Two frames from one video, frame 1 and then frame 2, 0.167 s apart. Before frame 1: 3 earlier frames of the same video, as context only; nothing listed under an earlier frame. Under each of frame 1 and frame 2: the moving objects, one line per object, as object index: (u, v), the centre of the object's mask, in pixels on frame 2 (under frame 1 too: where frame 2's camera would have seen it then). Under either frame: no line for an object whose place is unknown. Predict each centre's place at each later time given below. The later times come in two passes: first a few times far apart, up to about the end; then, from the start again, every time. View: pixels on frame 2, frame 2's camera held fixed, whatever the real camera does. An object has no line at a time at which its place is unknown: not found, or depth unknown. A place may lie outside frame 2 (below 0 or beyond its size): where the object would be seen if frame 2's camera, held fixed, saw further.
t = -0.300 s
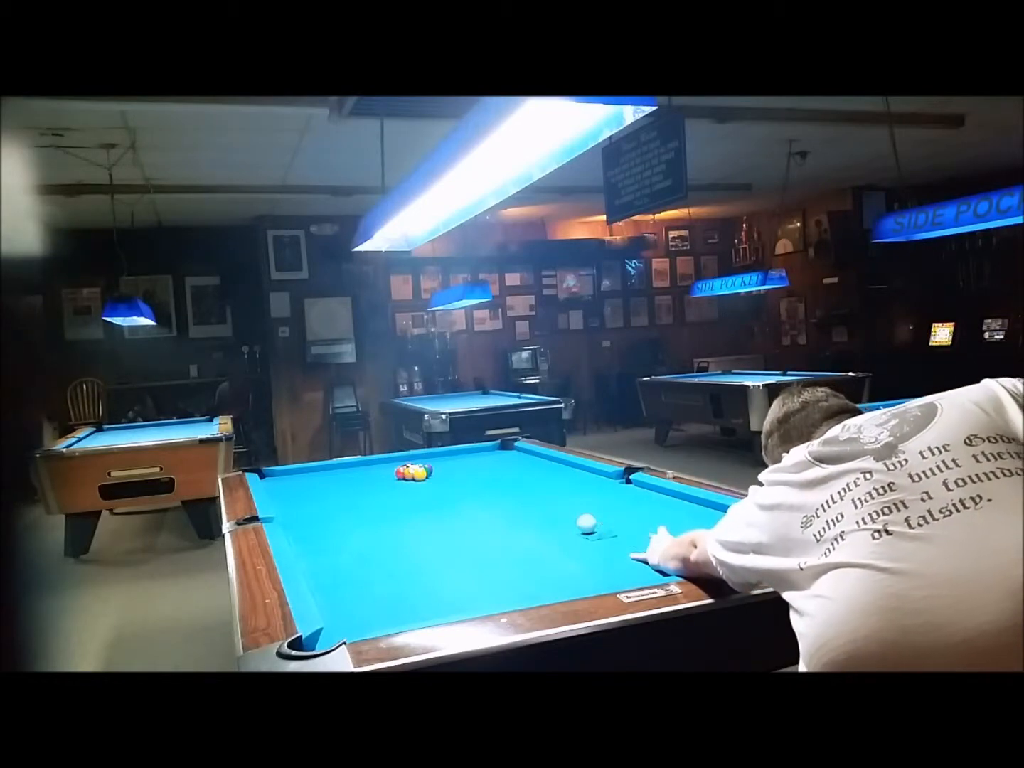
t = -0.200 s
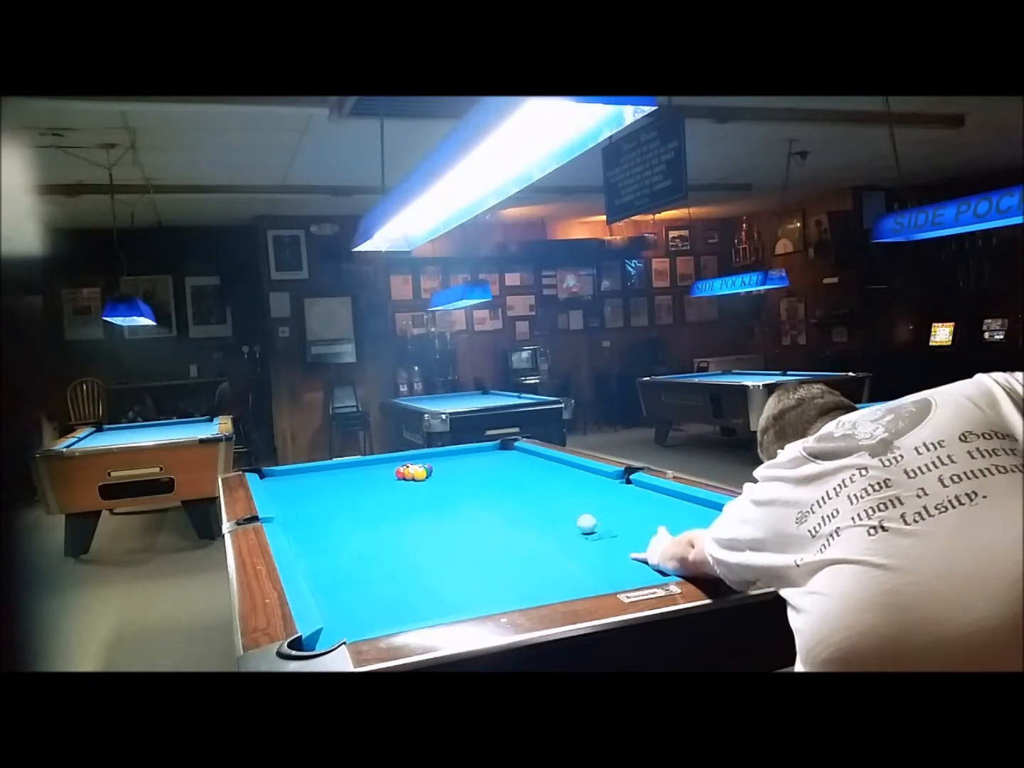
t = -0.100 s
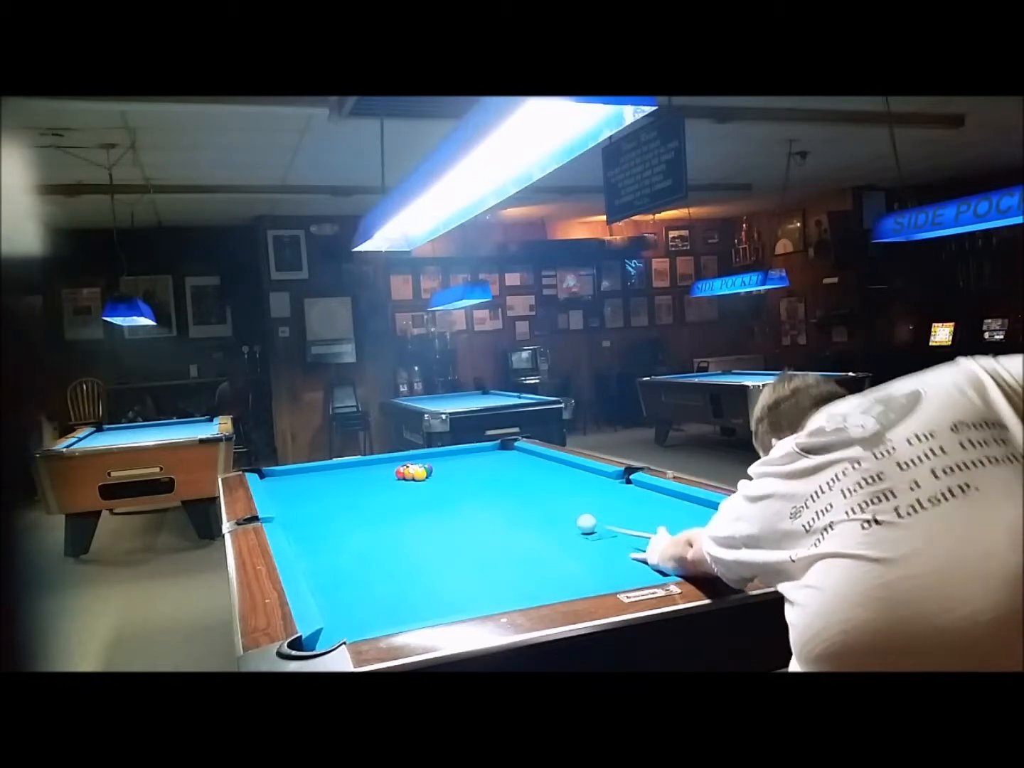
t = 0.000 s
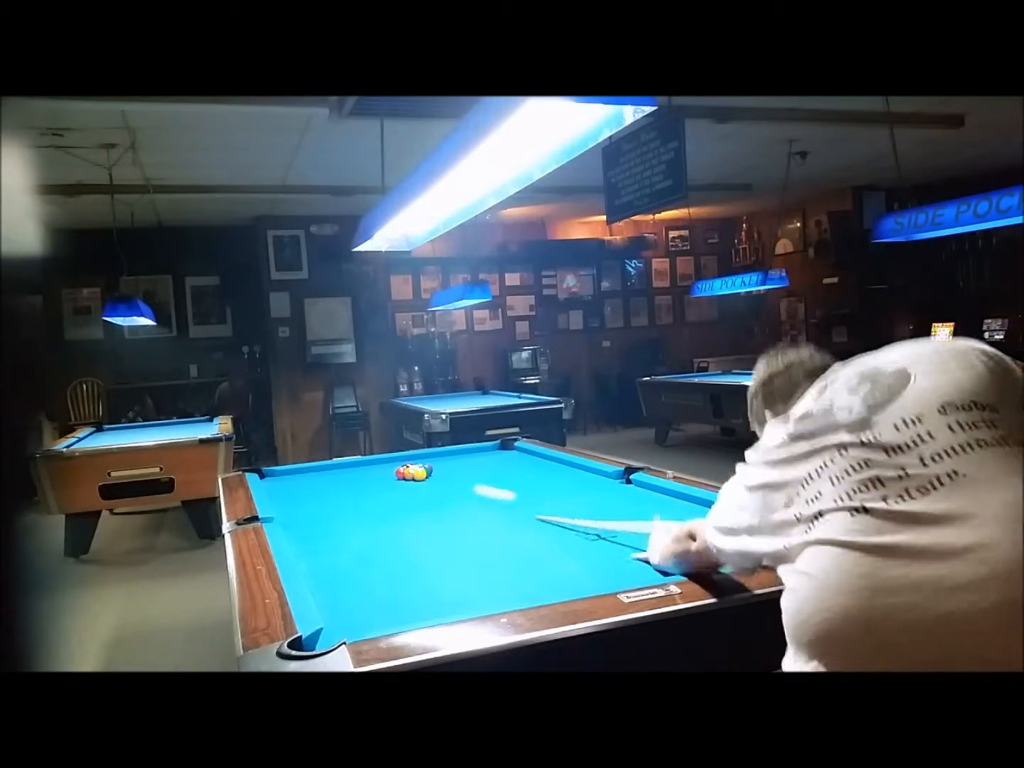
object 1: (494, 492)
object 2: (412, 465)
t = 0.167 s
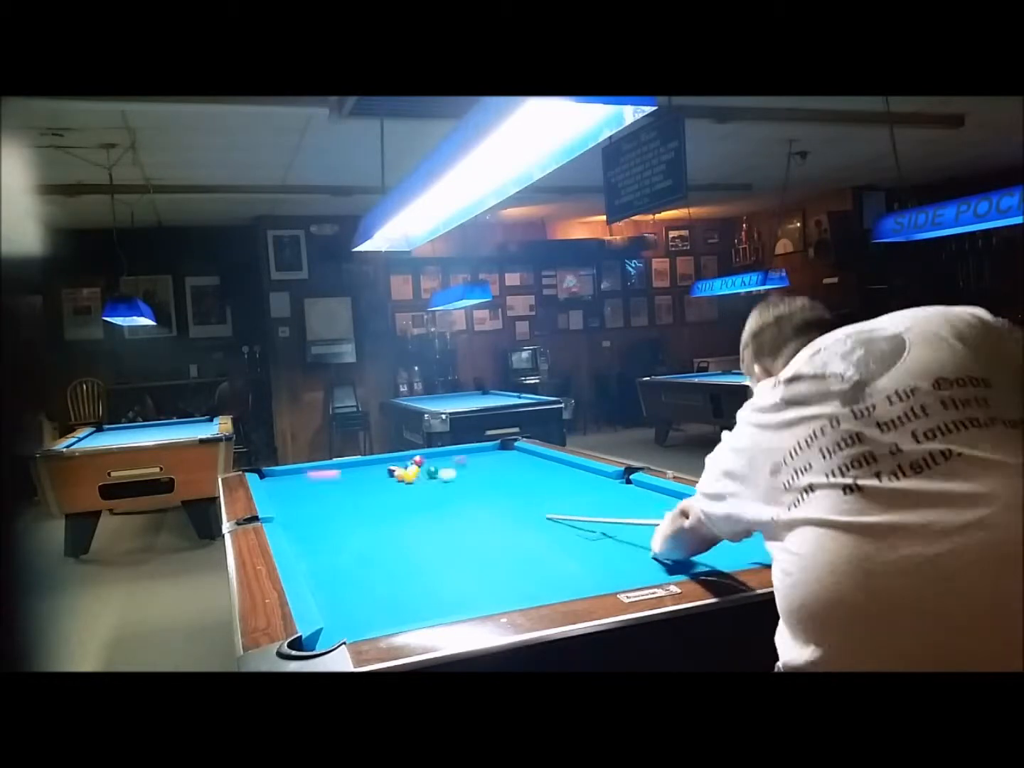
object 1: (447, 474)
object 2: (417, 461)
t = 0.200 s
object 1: (455, 474)
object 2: (421, 459)
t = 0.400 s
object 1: (492, 473)
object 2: (444, 455)
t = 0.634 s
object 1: (531, 471)
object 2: (474, 459)
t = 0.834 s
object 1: (564, 469)
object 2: (501, 462)
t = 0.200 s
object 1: (455, 474)
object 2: (421, 459)
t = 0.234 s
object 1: (462, 474)
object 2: (424, 457)
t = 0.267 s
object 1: (469, 474)
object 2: (427, 454)
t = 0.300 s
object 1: (475, 474)
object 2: (429, 454)
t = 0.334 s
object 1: (481, 474)
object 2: (434, 455)
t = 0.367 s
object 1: (487, 473)
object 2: (439, 455)
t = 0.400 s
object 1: (492, 473)
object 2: (444, 455)
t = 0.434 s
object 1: (498, 472)
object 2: (447, 456)
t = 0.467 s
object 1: (504, 472)
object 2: (452, 456)
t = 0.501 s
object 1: (509, 472)
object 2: (456, 457)
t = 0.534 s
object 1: (515, 472)
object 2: (461, 457)
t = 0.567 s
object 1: (520, 472)
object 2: (464, 457)
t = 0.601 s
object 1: (526, 471)
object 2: (470, 458)
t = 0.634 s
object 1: (531, 471)
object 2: (474, 459)
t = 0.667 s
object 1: (537, 471)
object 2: (478, 459)
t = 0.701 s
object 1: (542, 471)
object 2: (483, 460)
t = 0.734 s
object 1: (548, 470)
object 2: (488, 461)
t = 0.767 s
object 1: (553, 470)
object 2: (492, 461)
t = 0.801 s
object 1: (559, 470)
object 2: (497, 461)
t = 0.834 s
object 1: (564, 469)
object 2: (501, 462)
